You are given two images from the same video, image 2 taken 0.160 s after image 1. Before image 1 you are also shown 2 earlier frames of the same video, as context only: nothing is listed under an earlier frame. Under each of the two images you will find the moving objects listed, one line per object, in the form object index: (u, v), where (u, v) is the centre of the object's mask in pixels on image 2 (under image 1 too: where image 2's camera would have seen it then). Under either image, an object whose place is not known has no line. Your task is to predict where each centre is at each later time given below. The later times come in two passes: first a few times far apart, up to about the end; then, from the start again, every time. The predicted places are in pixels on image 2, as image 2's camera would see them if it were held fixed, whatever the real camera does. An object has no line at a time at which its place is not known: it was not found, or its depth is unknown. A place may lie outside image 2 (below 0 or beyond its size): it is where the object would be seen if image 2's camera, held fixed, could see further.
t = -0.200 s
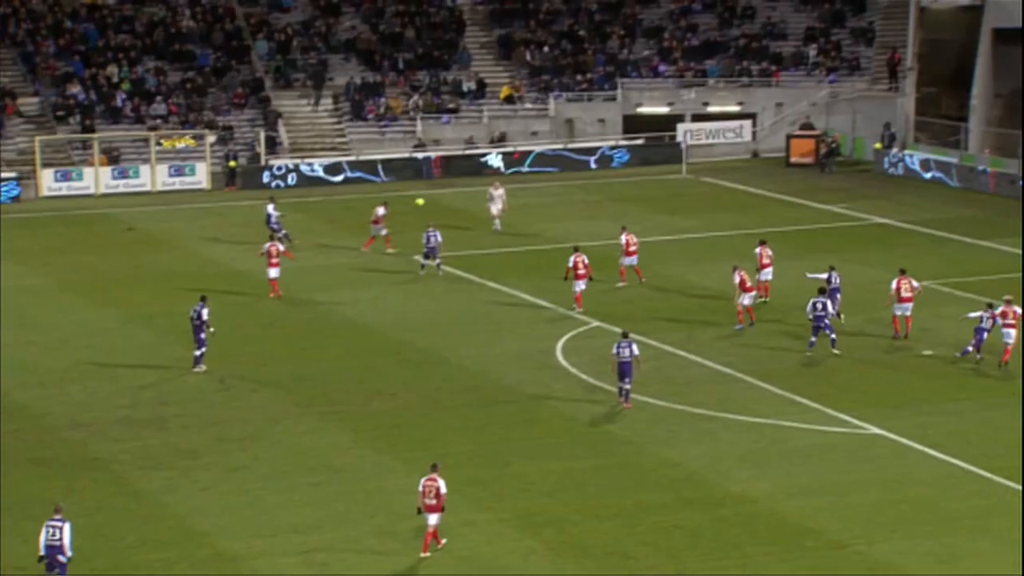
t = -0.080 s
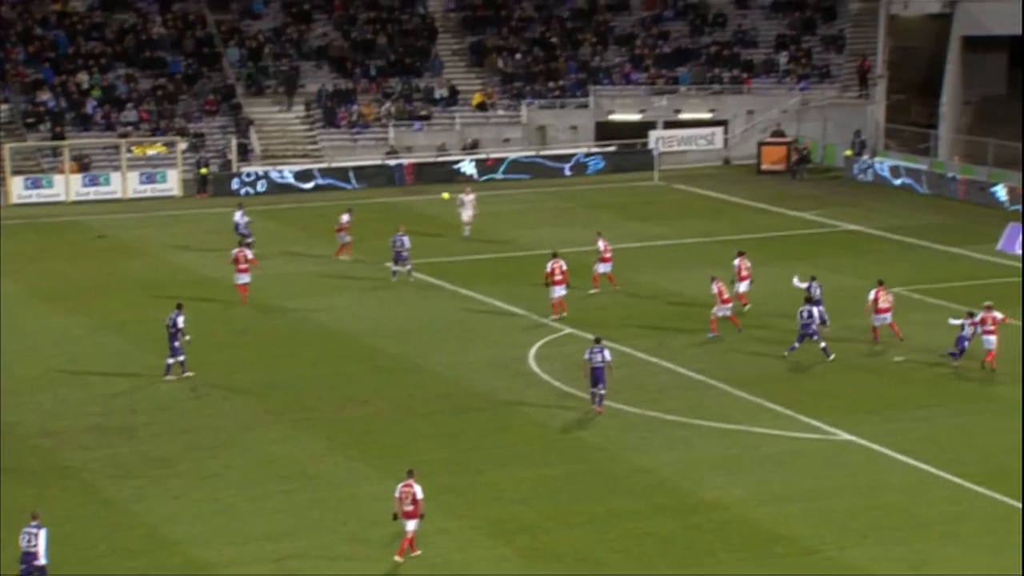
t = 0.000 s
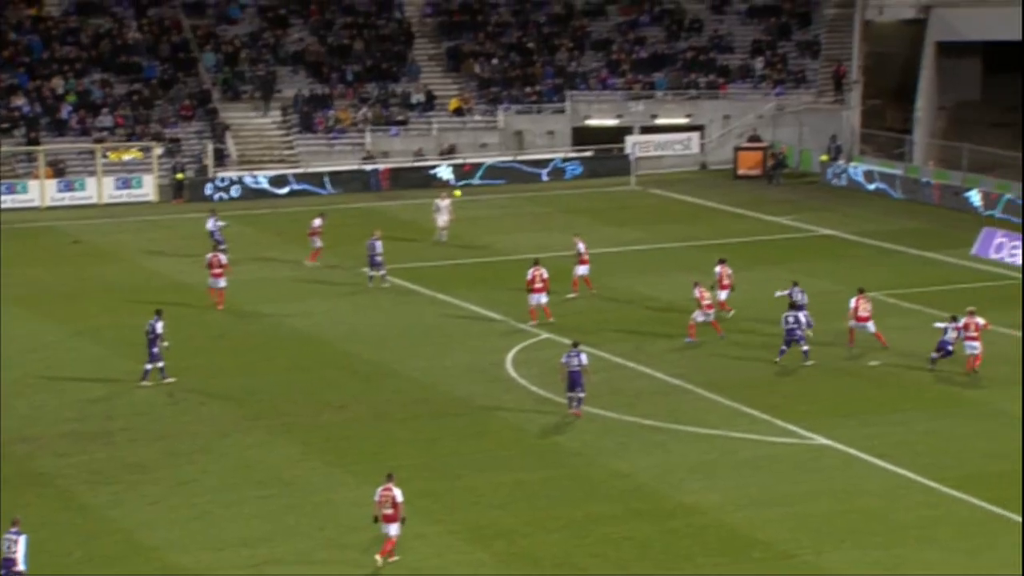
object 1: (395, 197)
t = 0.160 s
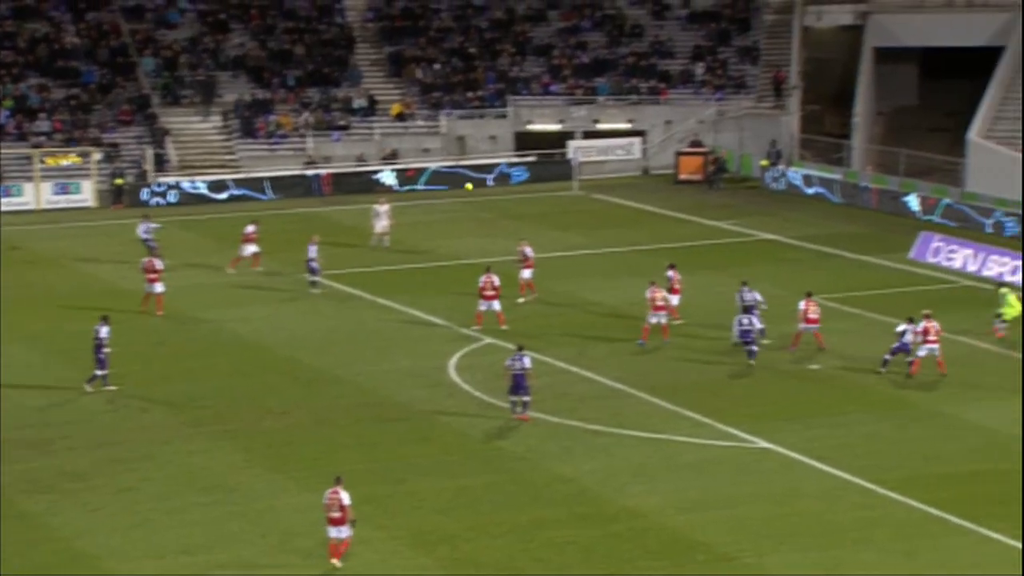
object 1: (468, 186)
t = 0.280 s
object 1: (518, 181)
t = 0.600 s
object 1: (646, 181)
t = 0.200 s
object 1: (484, 184)
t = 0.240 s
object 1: (501, 182)
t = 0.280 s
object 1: (518, 181)
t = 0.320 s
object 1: (534, 179)
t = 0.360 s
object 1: (550, 178)
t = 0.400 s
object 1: (566, 178)
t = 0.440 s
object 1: (581, 178)
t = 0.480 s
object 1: (597, 178)
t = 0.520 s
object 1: (614, 178)
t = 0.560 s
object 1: (630, 180)
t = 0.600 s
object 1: (646, 181)
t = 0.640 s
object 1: (663, 183)
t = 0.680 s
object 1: (680, 186)
